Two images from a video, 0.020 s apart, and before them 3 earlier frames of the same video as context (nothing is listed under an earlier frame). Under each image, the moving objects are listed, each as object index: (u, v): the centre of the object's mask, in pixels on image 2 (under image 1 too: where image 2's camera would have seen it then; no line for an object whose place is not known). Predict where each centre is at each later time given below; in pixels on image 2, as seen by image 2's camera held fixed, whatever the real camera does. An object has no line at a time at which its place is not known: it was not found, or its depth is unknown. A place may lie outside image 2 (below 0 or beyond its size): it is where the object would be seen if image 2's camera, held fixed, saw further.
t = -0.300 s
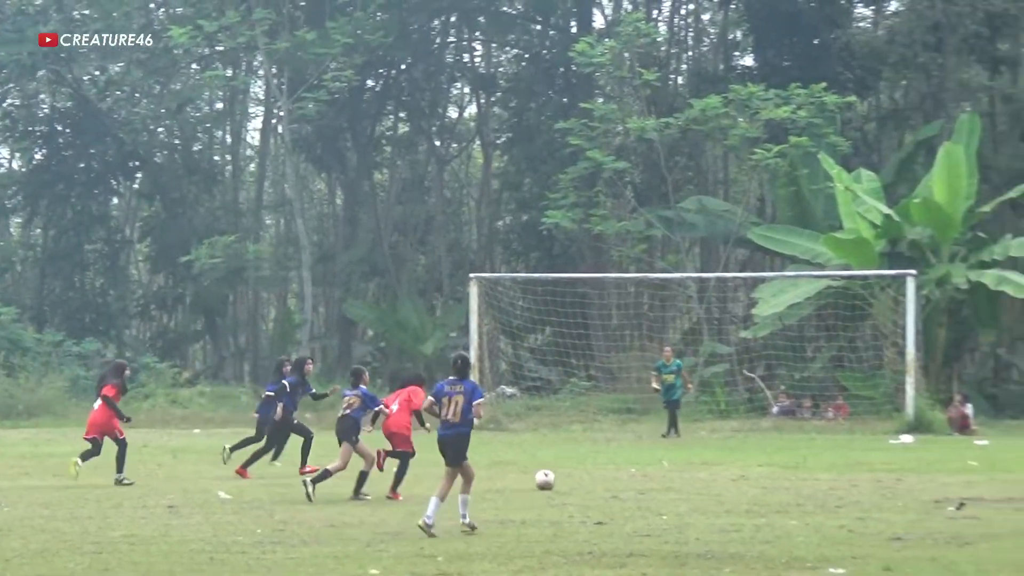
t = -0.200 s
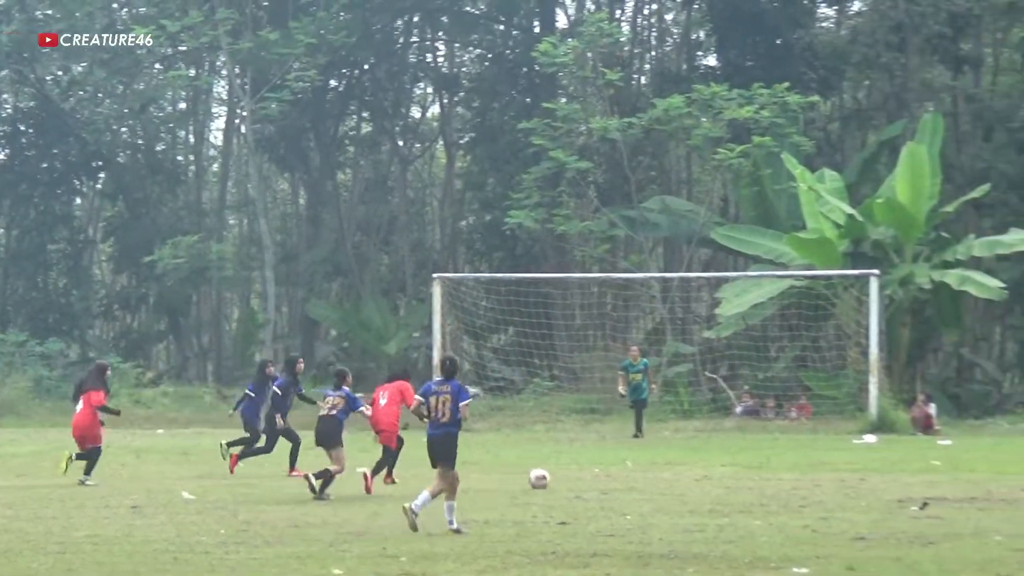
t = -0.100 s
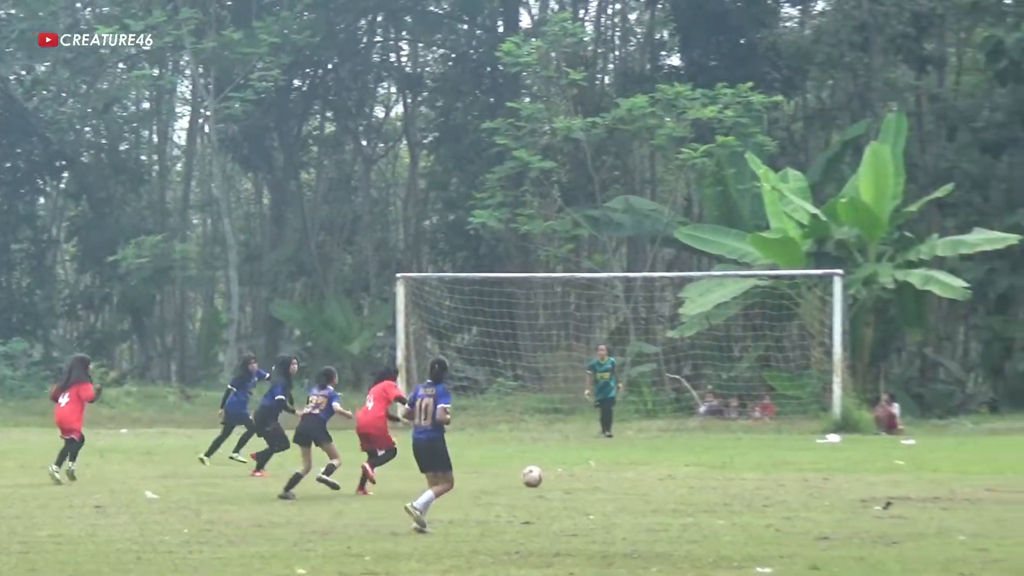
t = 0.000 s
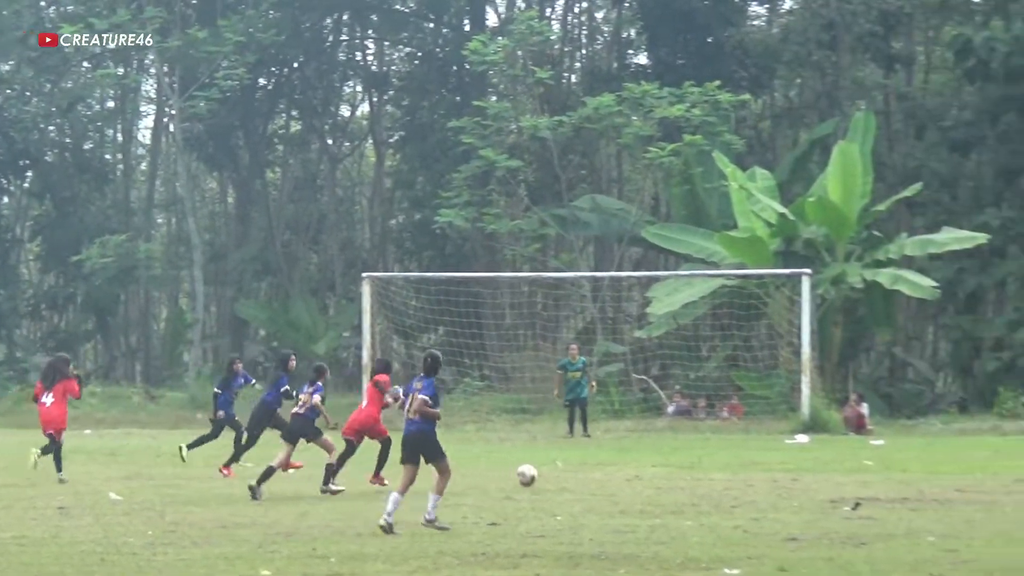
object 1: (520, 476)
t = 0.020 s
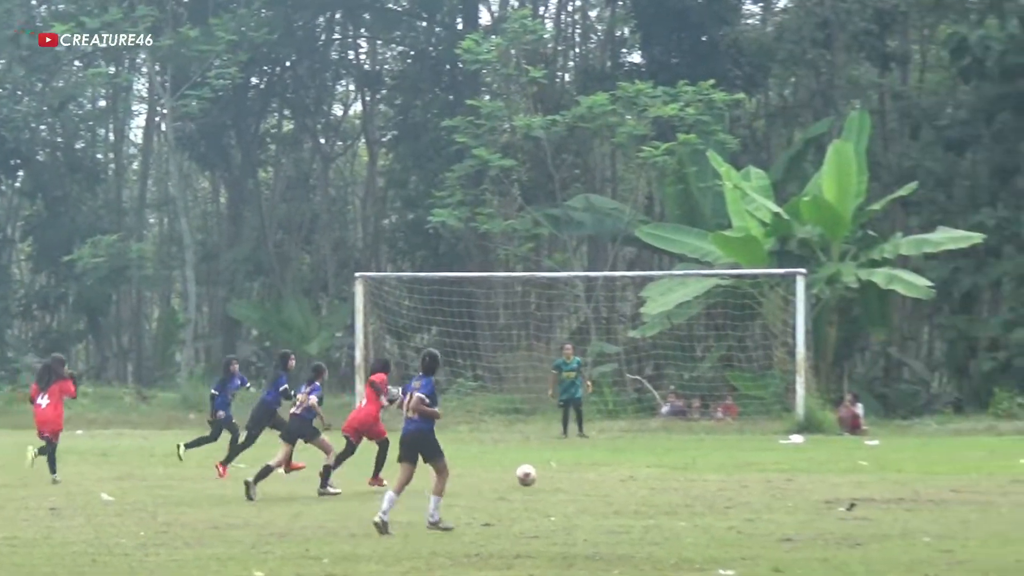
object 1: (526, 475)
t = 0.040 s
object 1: (532, 474)
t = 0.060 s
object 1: (538, 475)
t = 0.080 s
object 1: (544, 475)
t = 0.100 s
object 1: (550, 474)
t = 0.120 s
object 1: (556, 474)
